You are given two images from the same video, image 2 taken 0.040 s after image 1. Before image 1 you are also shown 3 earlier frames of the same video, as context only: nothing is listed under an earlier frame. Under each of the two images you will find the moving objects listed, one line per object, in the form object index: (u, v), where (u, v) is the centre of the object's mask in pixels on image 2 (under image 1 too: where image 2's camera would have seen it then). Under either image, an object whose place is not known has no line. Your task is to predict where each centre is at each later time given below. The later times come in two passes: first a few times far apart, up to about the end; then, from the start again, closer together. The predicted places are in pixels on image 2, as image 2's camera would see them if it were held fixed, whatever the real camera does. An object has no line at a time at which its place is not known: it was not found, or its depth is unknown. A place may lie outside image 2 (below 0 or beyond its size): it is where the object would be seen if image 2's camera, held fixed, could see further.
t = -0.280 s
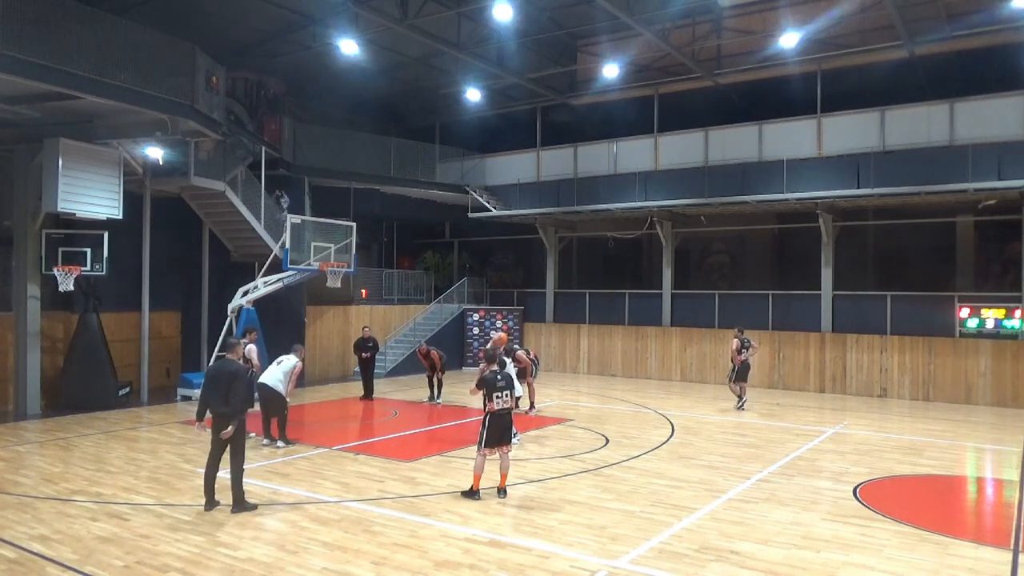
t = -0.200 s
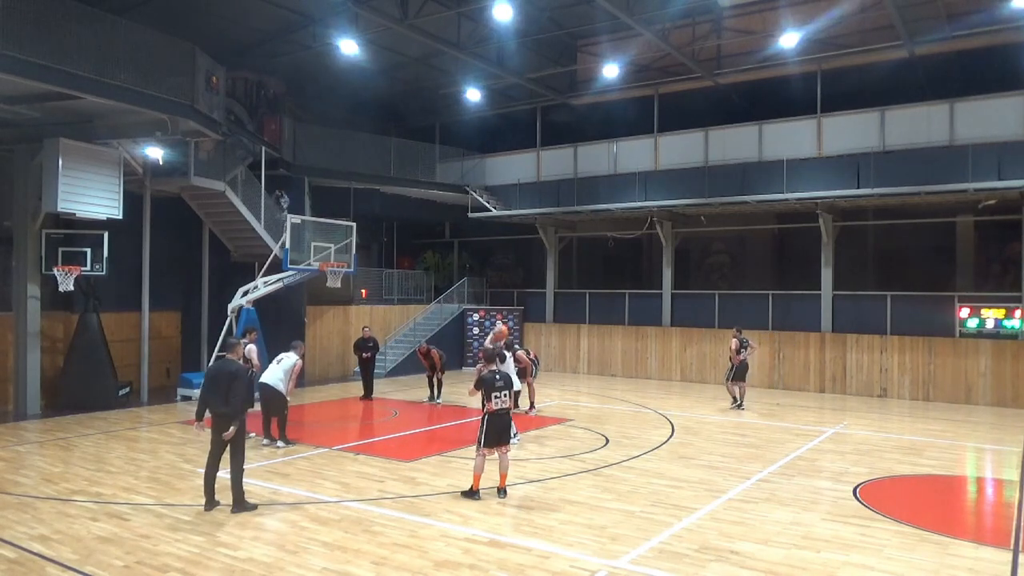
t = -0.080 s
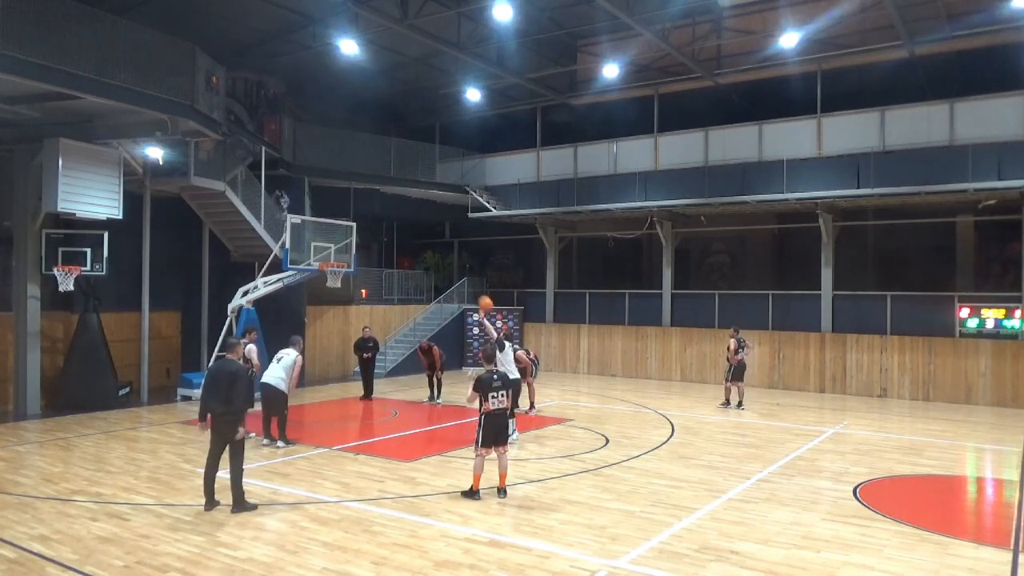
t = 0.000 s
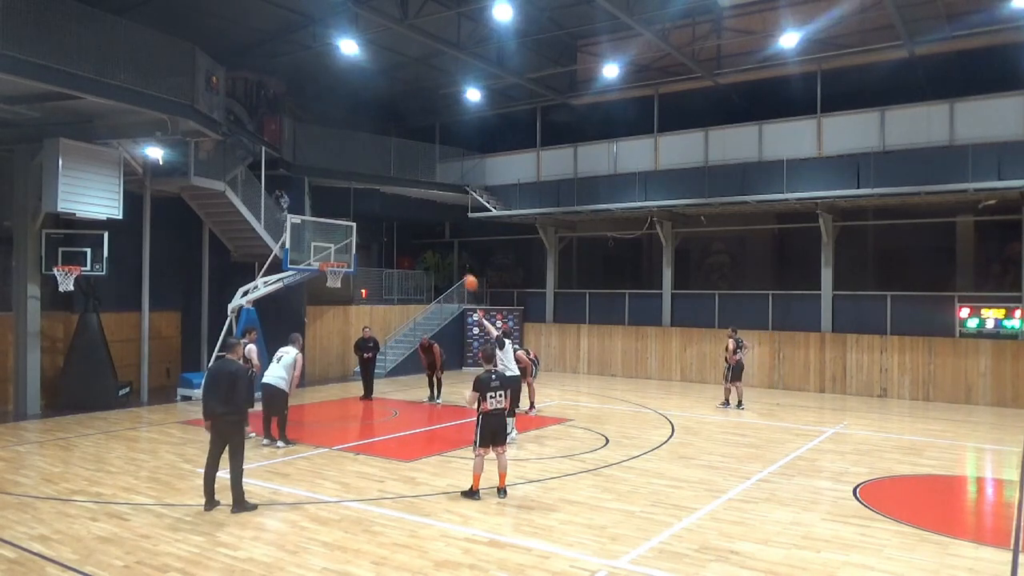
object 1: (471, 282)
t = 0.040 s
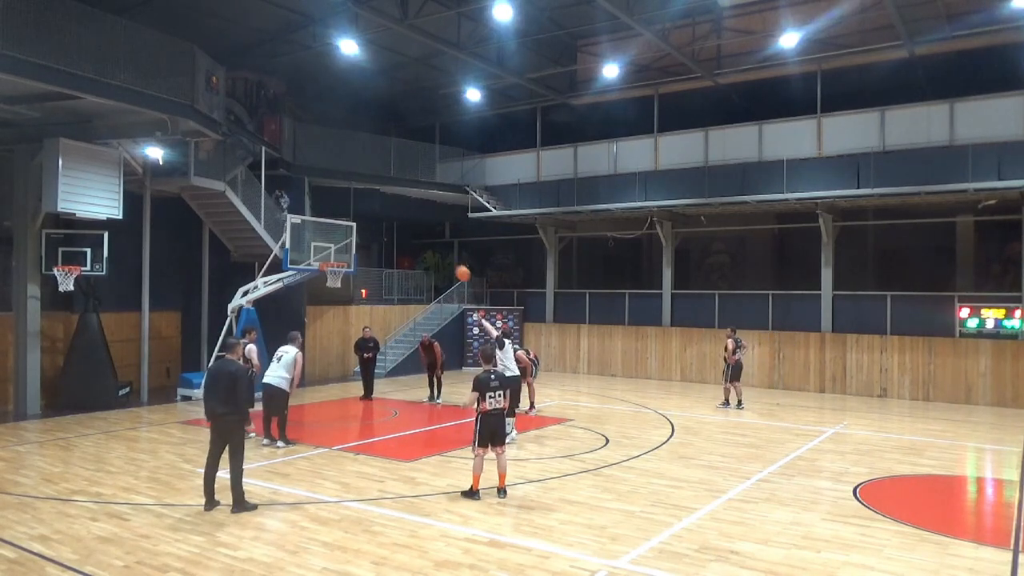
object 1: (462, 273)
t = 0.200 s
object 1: (433, 246)
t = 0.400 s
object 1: (401, 234)
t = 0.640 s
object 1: (364, 246)
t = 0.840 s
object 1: (362, 251)
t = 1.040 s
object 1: (387, 246)
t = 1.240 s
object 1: (413, 259)
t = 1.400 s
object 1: (432, 283)
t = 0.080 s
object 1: (455, 265)
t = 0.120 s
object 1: (448, 258)
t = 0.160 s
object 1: (441, 252)
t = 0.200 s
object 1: (433, 246)
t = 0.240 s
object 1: (427, 242)
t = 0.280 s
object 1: (420, 239)
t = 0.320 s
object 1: (414, 236)
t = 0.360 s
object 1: (407, 235)
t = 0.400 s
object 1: (401, 234)
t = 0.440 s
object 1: (395, 234)
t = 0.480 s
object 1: (388, 235)
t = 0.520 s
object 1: (382, 236)
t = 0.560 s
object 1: (376, 239)
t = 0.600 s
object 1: (370, 242)
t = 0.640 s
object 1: (364, 246)
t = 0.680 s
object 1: (359, 250)
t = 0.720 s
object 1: (354, 256)
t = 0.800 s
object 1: (357, 254)
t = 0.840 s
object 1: (362, 251)
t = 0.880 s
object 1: (367, 249)
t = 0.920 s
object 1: (372, 247)
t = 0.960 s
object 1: (377, 246)
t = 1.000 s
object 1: (382, 245)
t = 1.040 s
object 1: (387, 246)
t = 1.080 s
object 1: (393, 247)
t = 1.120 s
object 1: (398, 249)
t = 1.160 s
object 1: (403, 252)
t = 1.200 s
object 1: (408, 255)
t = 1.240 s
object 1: (413, 259)
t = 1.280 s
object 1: (418, 264)
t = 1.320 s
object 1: (423, 269)
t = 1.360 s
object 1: (428, 276)
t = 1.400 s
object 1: (432, 283)
